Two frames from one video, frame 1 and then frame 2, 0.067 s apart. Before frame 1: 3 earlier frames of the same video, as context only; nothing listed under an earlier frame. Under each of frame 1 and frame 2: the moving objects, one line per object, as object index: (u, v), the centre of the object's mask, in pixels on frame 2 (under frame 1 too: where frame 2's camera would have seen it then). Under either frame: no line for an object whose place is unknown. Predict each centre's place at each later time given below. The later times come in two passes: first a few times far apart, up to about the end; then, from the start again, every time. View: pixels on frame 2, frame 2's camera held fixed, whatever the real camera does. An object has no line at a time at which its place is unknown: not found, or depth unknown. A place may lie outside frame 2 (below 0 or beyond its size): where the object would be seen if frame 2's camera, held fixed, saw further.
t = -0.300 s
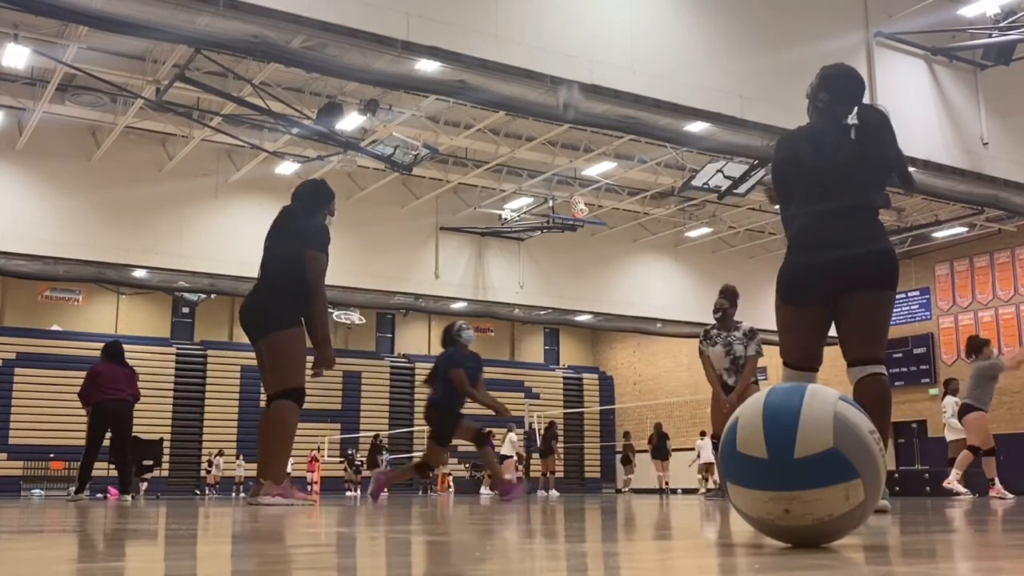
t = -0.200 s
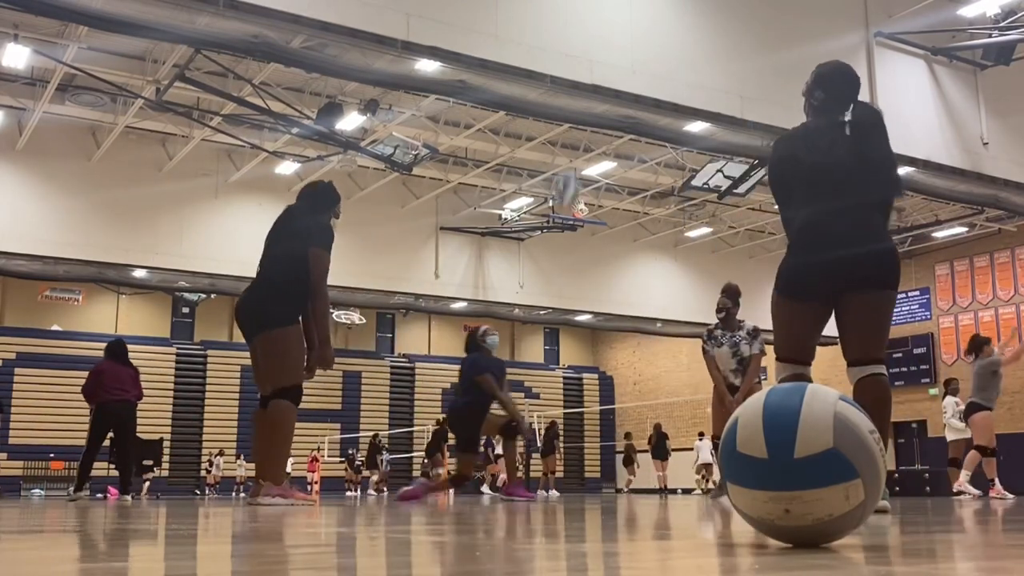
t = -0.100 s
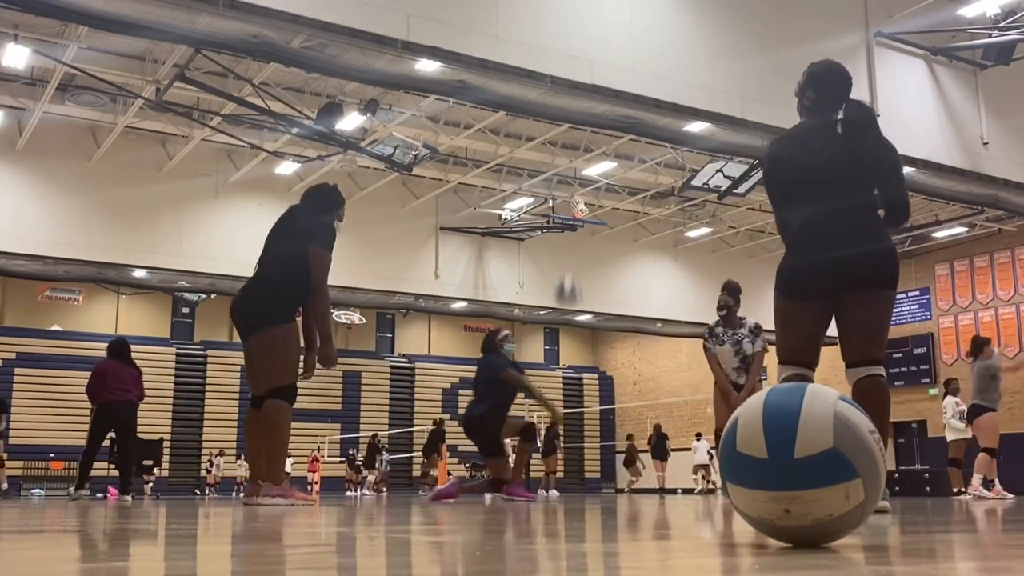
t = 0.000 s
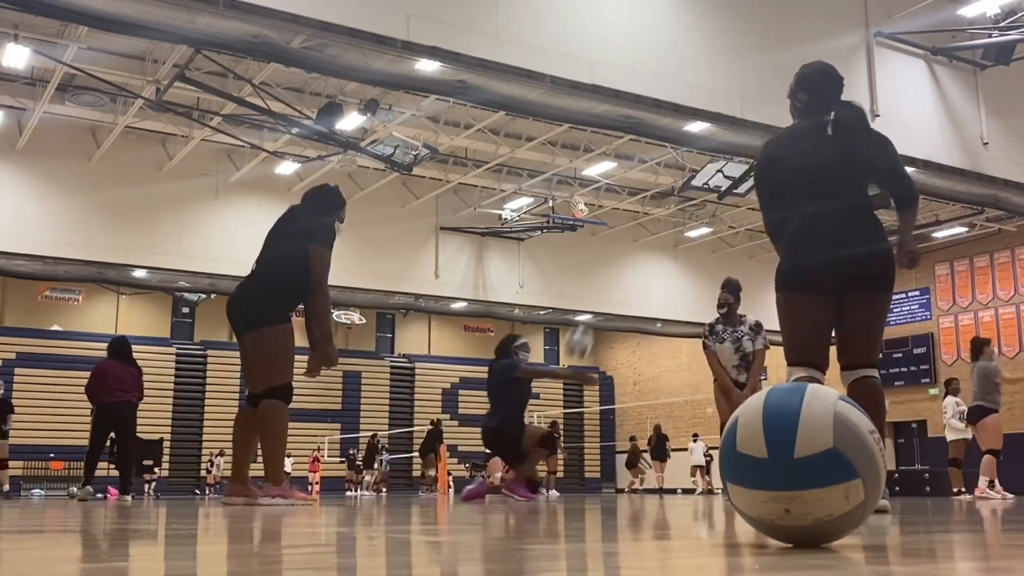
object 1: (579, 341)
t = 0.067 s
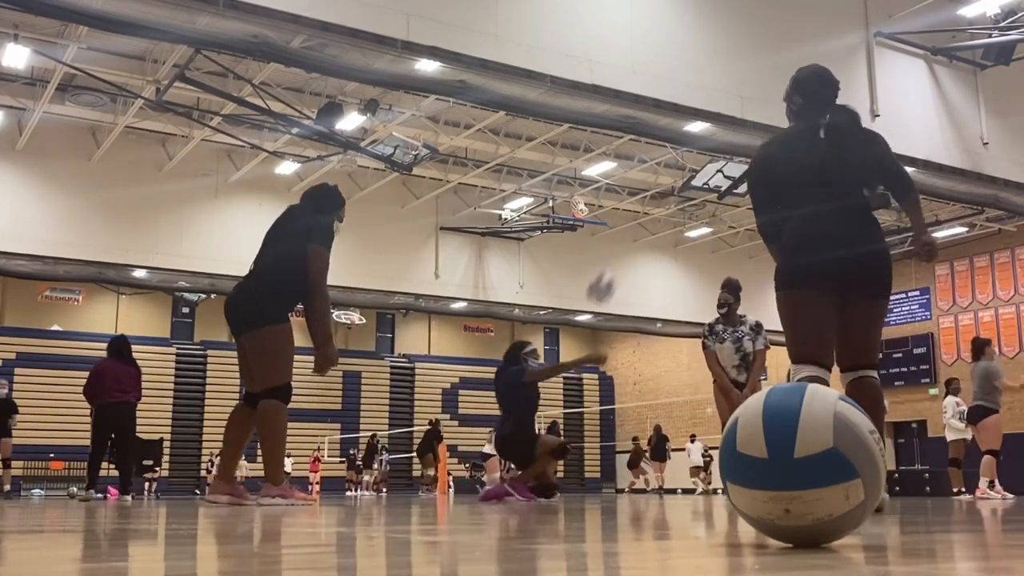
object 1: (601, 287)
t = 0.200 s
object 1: (648, 192)
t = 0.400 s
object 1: (717, 95)
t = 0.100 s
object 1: (612, 261)
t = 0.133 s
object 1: (624, 235)
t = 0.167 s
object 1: (635, 213)
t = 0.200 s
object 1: (648, 192)
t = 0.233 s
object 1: (661, 170)
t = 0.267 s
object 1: (671, 151)
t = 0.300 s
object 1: (680, 138)
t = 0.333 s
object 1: (694, 121)
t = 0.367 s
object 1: (704, 106)
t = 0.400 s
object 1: (717, 95)
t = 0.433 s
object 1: (729, 84)
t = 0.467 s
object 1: (743, 74)
